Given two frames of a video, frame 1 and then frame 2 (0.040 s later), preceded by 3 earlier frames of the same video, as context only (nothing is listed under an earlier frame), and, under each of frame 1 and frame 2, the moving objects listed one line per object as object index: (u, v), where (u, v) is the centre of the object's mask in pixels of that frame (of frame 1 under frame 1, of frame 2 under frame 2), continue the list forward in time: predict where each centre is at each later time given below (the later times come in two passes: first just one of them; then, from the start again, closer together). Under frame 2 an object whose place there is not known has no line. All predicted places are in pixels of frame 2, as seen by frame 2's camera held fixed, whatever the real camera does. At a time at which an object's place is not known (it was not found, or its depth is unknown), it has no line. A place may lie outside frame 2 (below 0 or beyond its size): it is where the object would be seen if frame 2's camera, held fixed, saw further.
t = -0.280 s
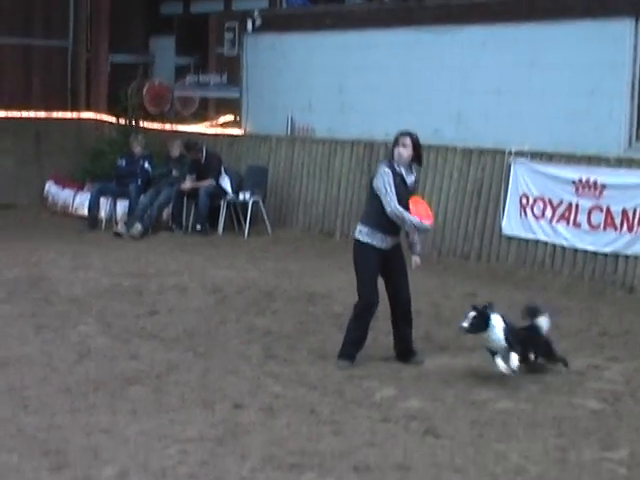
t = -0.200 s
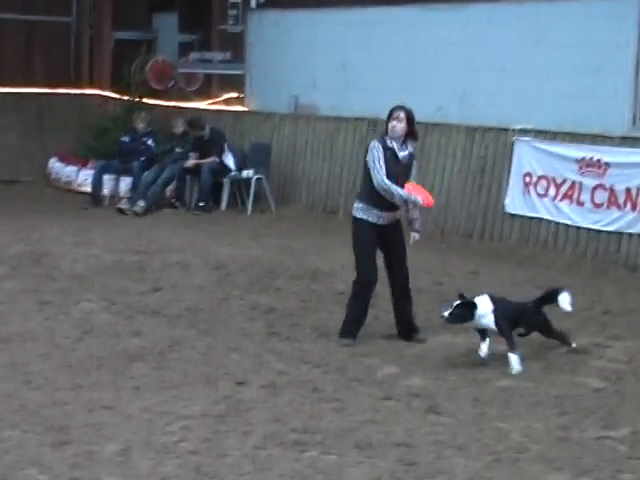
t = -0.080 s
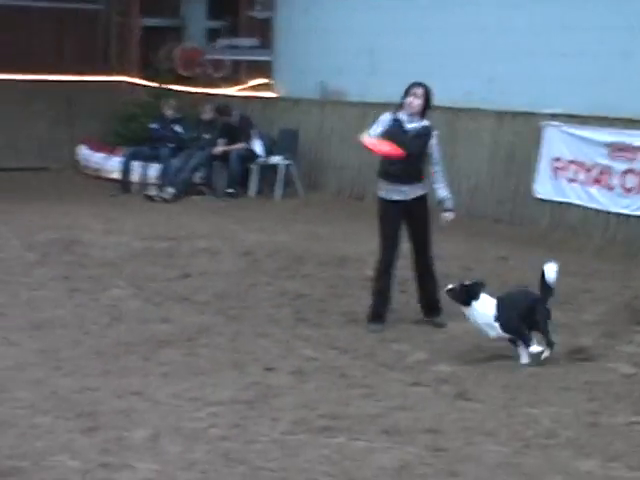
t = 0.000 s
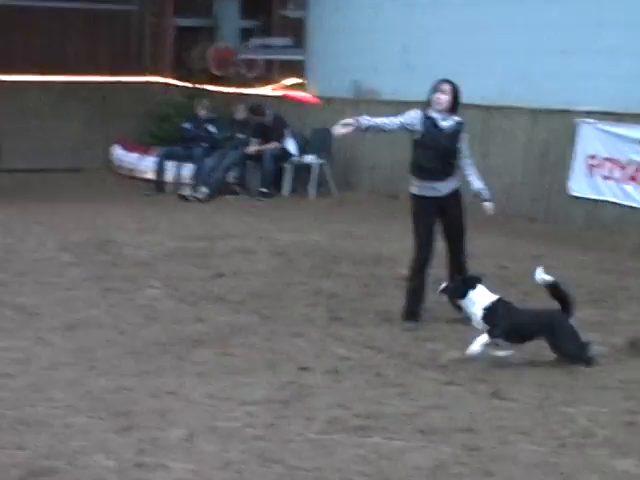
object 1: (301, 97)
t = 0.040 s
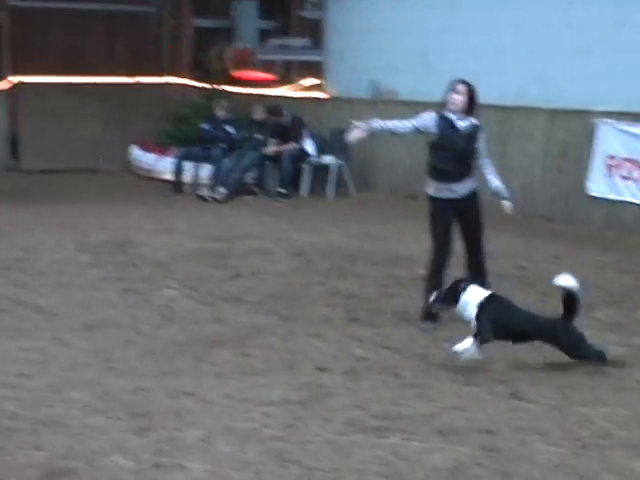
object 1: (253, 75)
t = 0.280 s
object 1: (-159, -7)
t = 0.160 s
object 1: (60, 31)
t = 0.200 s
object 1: (-9, 17)
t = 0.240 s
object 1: (-82, 6)
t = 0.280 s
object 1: (-159, -7)
